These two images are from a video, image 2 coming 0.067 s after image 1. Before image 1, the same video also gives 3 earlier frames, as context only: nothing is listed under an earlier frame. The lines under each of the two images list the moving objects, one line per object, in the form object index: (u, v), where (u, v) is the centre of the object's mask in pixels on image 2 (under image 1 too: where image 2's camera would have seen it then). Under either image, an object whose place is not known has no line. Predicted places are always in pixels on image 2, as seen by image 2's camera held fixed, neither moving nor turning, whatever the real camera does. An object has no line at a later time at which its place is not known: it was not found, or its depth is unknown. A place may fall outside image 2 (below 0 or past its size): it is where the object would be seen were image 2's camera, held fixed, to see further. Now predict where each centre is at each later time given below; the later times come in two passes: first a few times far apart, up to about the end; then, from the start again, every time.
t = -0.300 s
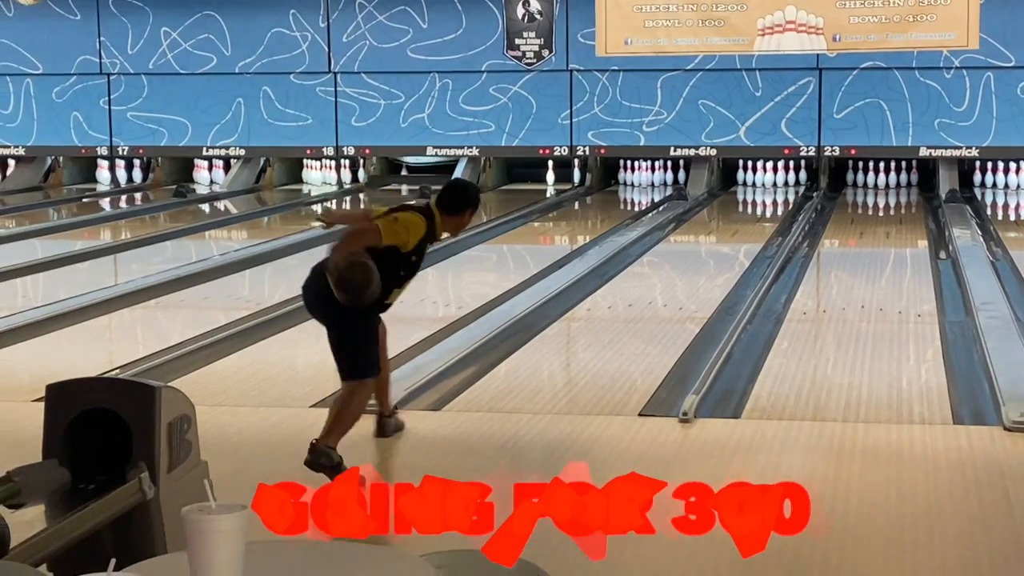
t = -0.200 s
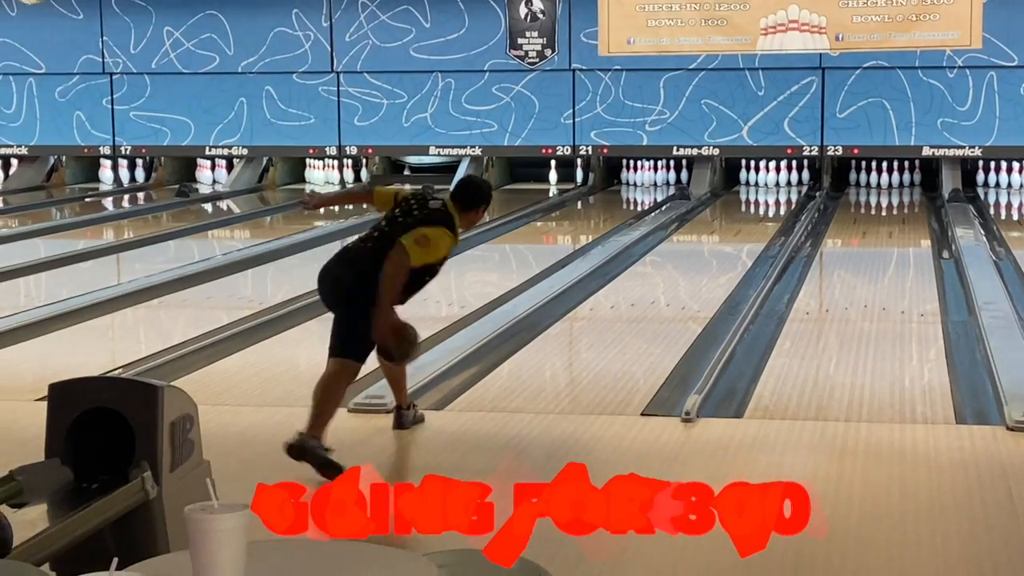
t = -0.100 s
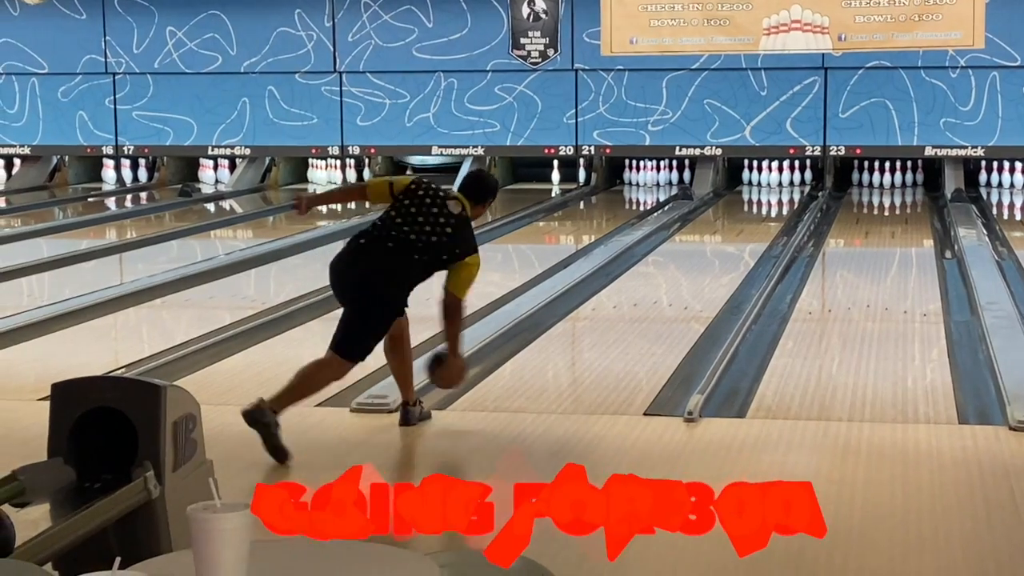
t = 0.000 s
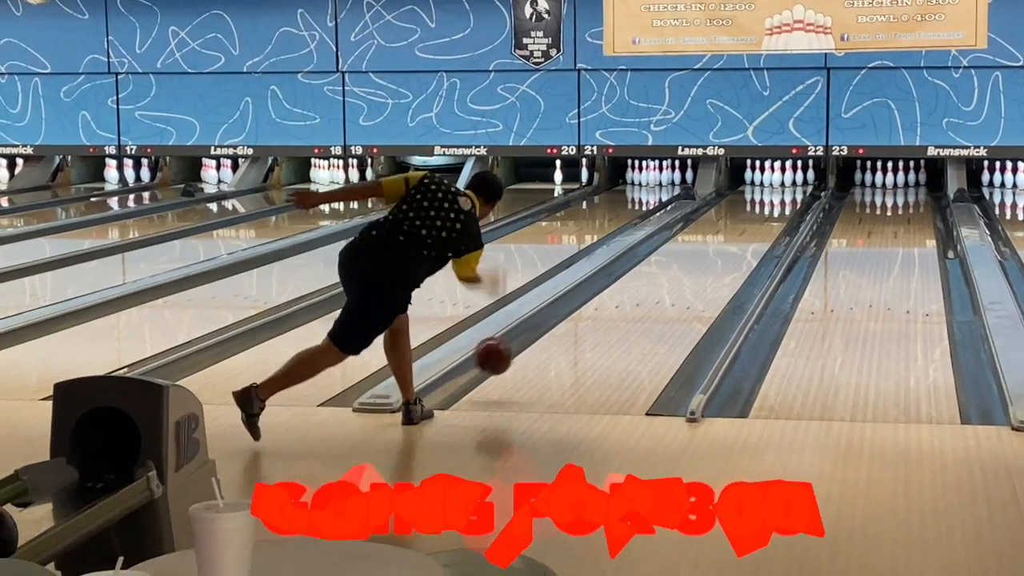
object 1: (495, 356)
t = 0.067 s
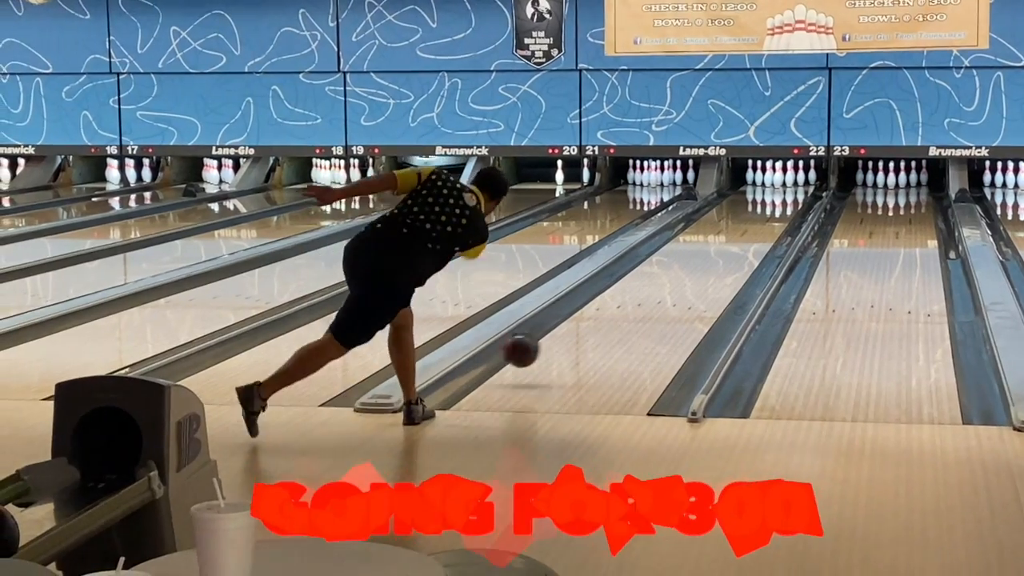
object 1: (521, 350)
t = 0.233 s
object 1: (576, 335)
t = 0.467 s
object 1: (636, 299)
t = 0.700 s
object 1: (682, 272)
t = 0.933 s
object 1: (718, 250)
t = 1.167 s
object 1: (746, 232)
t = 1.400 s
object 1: (768, 218)
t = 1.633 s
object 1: (784, 205)
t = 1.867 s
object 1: (792, 192)
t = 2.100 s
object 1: (791, 181)
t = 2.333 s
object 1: (785, 175)
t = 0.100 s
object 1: (533, 349)
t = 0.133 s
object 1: (545, 350)
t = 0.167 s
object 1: (556, 346)
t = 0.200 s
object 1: (566, 340)
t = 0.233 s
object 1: (576, 335)
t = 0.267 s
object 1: (585, 329)
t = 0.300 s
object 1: (595, 323)
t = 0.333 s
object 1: (604, 318)
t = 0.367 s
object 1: (612, 313)
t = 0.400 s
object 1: (621, 308)
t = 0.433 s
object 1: (629, 303)
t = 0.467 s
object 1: (636, 299)
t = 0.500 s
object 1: (643, 295)
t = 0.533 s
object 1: (650, 291)
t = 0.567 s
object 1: (657, 287)
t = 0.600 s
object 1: (664, 283)
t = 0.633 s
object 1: (670, 279)
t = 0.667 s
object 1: (676, 276)
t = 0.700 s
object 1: (682, 272)
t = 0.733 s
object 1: (688, 269)
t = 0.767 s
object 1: (693, 265)
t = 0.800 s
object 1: (699, 262)
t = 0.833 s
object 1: (704, 259)
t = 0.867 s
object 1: (708, 256)
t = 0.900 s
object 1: (713, 253)
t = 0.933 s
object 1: (718, 250)
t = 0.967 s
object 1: (722, 247)
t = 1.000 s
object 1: (727, 245)
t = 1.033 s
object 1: (731, 242)
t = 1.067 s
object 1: (735, 239)
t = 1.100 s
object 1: (739, 237)
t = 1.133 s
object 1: (743, 235)
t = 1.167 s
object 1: (746, 232)
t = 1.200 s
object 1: (750, 230)
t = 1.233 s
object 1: (753, 228)
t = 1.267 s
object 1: (756, 226)
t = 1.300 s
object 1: (760, 224)
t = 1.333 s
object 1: (763, 221)
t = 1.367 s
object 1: (766, 220)
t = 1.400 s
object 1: (768, 218)
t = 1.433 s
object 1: (771, 216)
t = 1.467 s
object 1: (774, 214)
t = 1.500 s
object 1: (776, 212)
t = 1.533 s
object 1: (778, 210)
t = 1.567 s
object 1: (781, 208)
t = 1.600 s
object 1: (782, 207)
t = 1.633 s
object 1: (784, 205)
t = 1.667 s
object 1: (785, 203)
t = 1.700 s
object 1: (786, 202)
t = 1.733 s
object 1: (789, 199)
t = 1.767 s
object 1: (790, 197)
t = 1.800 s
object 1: (791, 196)
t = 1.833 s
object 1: (792, 194)
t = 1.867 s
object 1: (792, 192)
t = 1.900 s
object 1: (792, 191)
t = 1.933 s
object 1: (792, 188)
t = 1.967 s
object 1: (792, 186)
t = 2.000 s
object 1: (792, 185)
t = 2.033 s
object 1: (792, 183)
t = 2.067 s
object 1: (791, 182)
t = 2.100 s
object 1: (791, 181)
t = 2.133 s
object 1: (790, 180)
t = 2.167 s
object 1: (789, 179)
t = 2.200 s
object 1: (788, 178)
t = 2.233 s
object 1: (787, 177)
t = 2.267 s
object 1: (786, 176)
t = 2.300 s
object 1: (785, 175)
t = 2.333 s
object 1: (785, 175)
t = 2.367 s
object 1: (786, 174)
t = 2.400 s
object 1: (786, 173)
